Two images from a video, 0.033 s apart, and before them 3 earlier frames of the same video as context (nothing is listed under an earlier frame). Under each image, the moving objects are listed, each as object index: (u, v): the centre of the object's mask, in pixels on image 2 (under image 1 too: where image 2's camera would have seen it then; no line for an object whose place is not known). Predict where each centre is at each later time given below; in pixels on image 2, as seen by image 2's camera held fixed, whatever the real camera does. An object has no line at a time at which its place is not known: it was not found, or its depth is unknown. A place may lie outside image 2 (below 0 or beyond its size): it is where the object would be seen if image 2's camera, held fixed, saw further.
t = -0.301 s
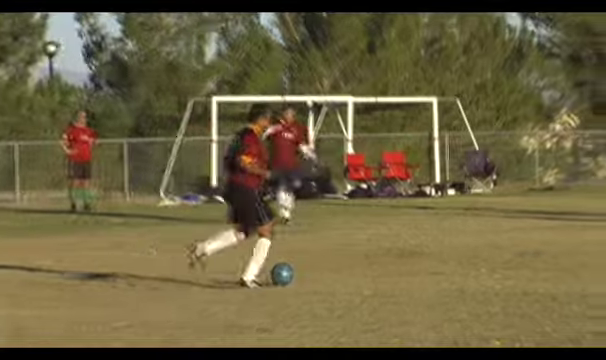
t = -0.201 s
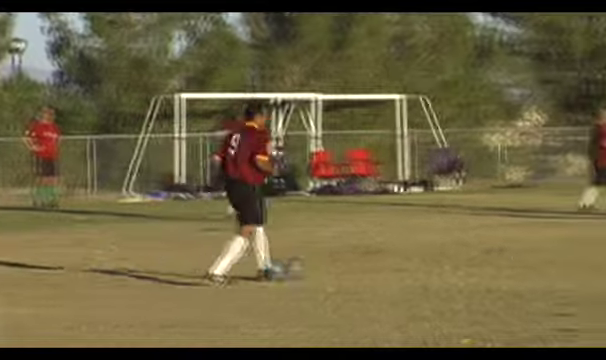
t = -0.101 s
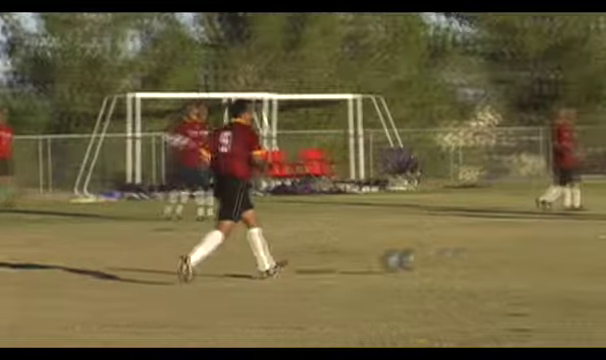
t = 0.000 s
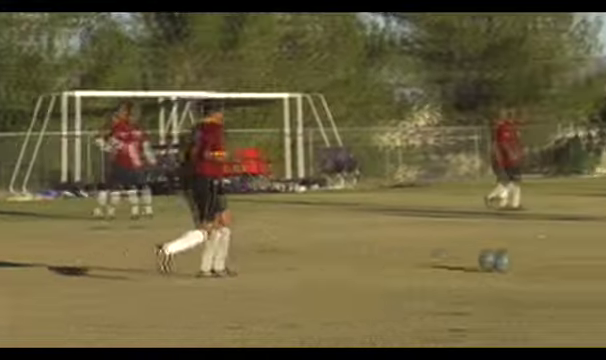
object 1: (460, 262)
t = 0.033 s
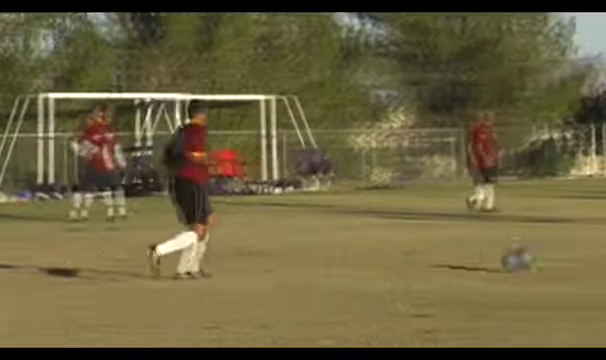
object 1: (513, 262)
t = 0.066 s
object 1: (564, 252)
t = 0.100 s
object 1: (605, 248)
